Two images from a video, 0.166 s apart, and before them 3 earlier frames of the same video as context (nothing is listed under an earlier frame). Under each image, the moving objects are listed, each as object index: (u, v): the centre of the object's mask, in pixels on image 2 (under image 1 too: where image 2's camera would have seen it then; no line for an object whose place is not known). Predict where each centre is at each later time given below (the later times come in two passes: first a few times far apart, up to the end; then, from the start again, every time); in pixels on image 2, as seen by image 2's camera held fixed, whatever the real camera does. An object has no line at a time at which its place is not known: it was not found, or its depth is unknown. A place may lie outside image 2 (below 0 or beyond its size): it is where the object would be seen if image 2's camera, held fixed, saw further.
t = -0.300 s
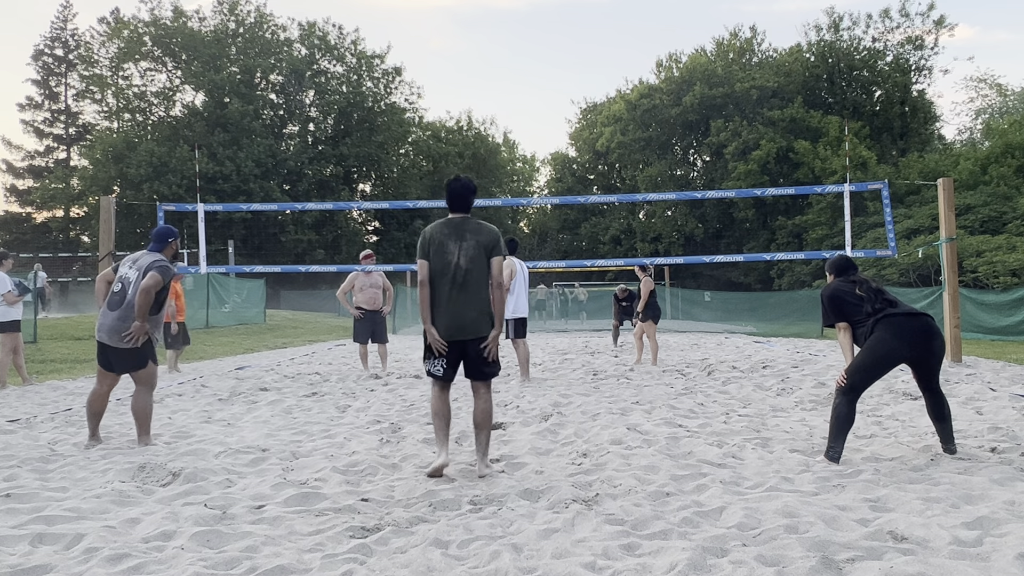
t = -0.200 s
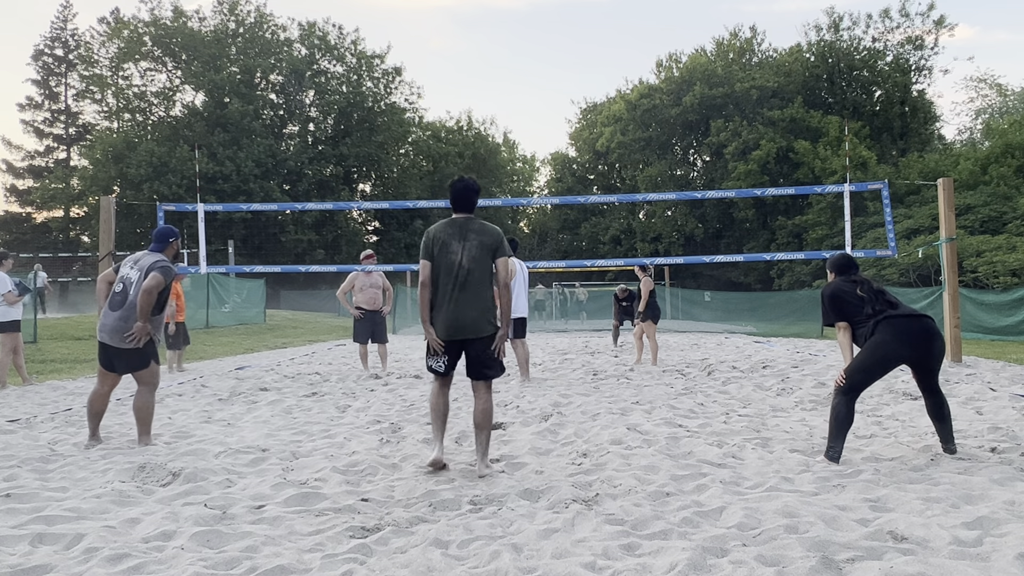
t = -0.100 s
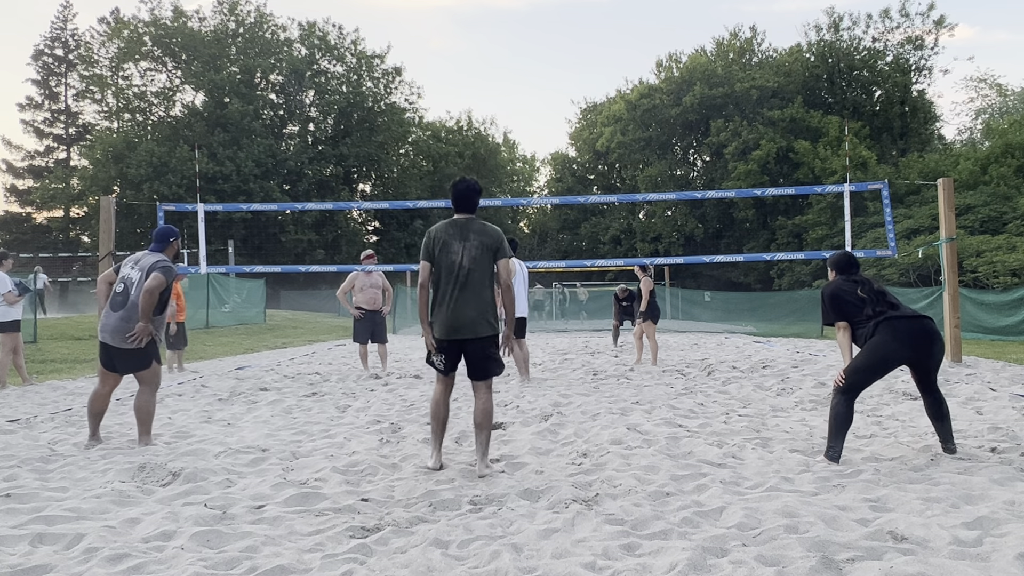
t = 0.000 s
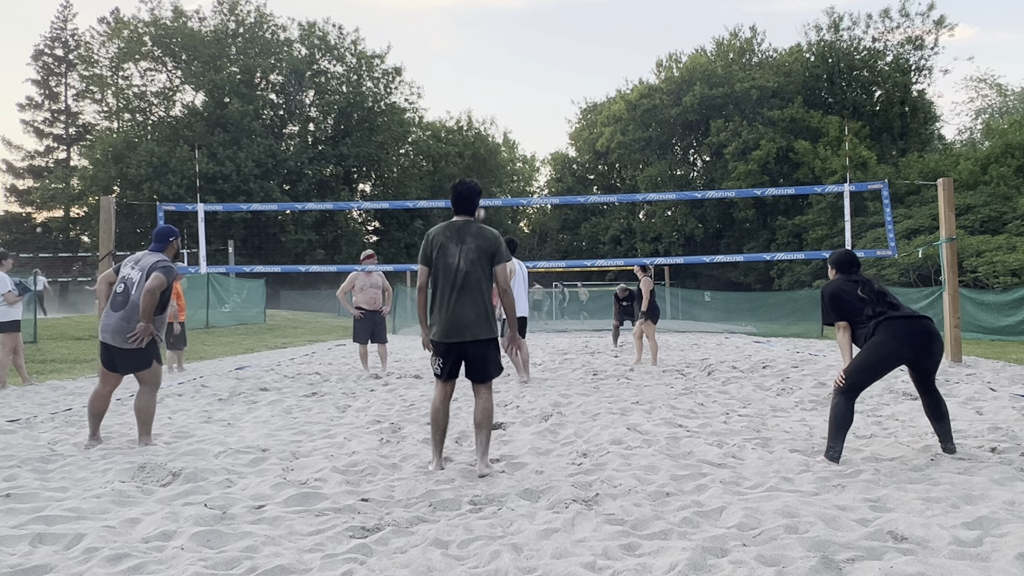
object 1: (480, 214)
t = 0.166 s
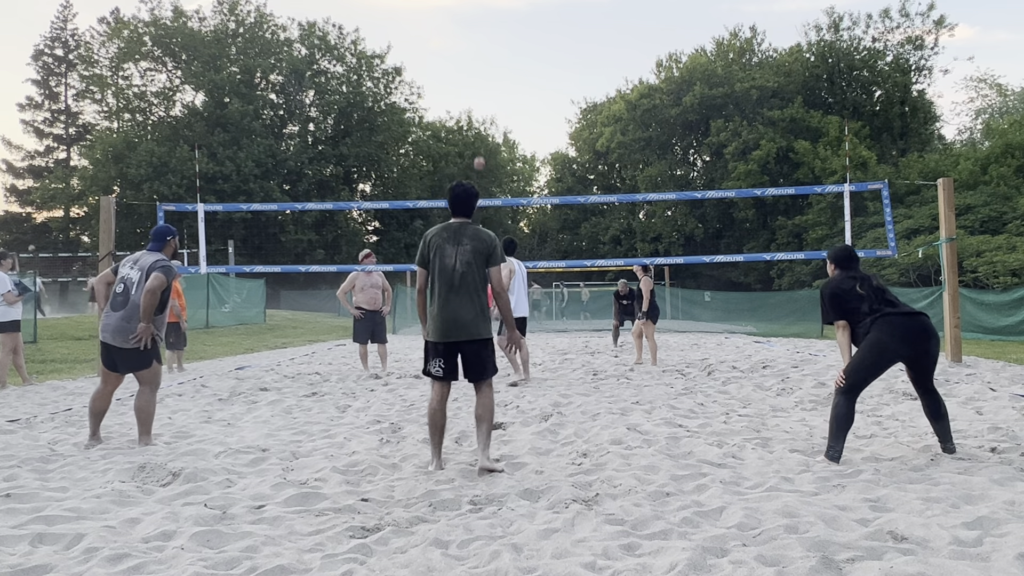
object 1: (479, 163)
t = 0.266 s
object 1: (478, 136)
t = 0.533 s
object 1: (477, 79)
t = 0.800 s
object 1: (477, 55)
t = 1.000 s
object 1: (474, 71)
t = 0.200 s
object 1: (479, 154)
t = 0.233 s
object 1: (478, 145)
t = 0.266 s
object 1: (478, 136)
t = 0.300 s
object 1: (478, 129)
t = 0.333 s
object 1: (478, 120)
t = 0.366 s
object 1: (477, 112)
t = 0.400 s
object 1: (477, 105)
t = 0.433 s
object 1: (477, 97)
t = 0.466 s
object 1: (477, 91)
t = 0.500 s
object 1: (477, 85)
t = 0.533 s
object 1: (477, 79)
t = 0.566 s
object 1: (477, 74)
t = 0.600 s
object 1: (477, 70)
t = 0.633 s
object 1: (477, 66)
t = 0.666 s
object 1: (477, 62)
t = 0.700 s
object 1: (477, 59)
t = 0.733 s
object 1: (477, 57)
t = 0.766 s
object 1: (477, 56)
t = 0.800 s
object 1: (477, 55)
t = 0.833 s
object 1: (476, 55)
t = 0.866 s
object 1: (475, 56)
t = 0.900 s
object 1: (475, 58)
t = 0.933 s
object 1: (475, 61)
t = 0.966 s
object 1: (475, 65)
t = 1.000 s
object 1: (474, 71)
